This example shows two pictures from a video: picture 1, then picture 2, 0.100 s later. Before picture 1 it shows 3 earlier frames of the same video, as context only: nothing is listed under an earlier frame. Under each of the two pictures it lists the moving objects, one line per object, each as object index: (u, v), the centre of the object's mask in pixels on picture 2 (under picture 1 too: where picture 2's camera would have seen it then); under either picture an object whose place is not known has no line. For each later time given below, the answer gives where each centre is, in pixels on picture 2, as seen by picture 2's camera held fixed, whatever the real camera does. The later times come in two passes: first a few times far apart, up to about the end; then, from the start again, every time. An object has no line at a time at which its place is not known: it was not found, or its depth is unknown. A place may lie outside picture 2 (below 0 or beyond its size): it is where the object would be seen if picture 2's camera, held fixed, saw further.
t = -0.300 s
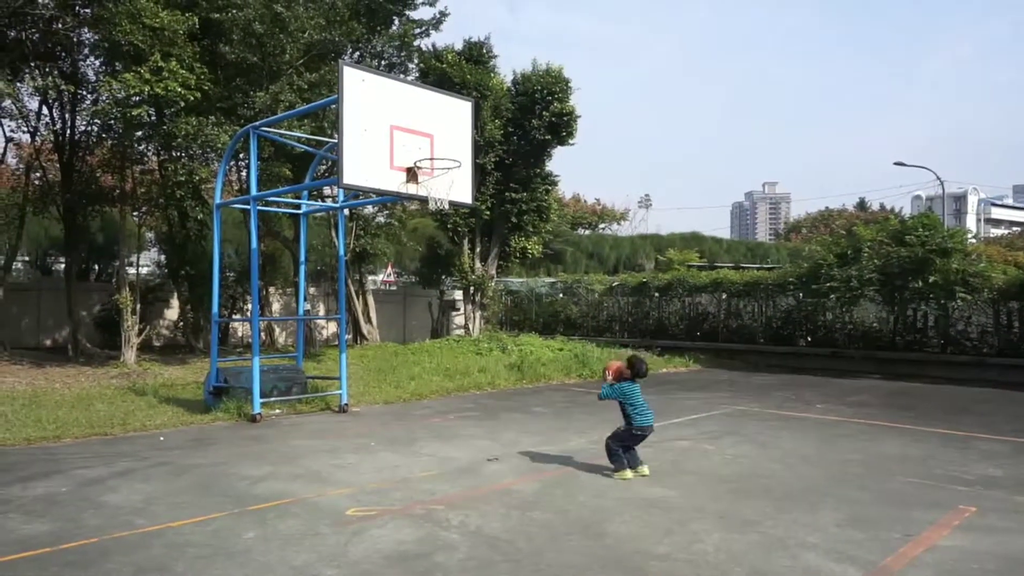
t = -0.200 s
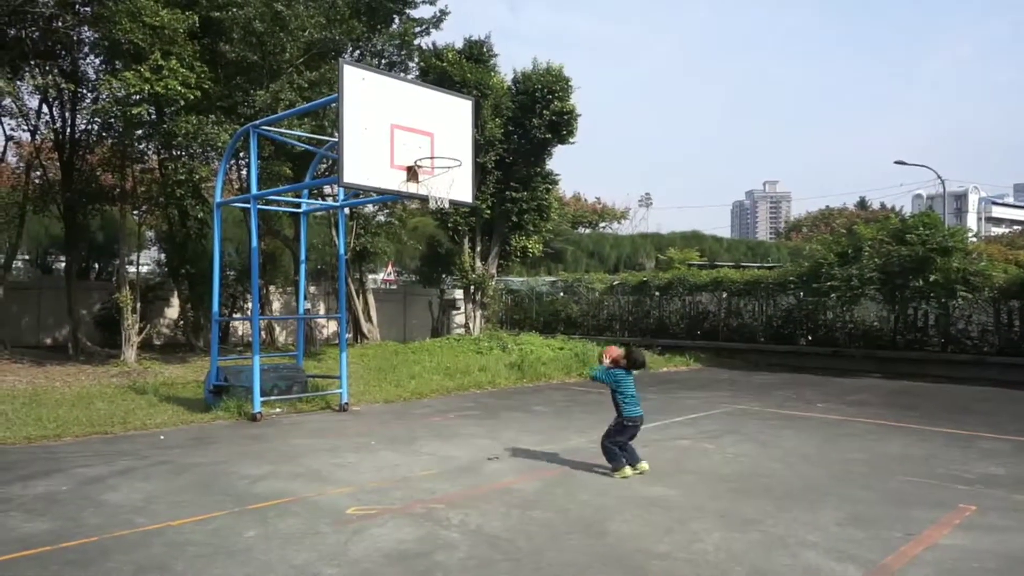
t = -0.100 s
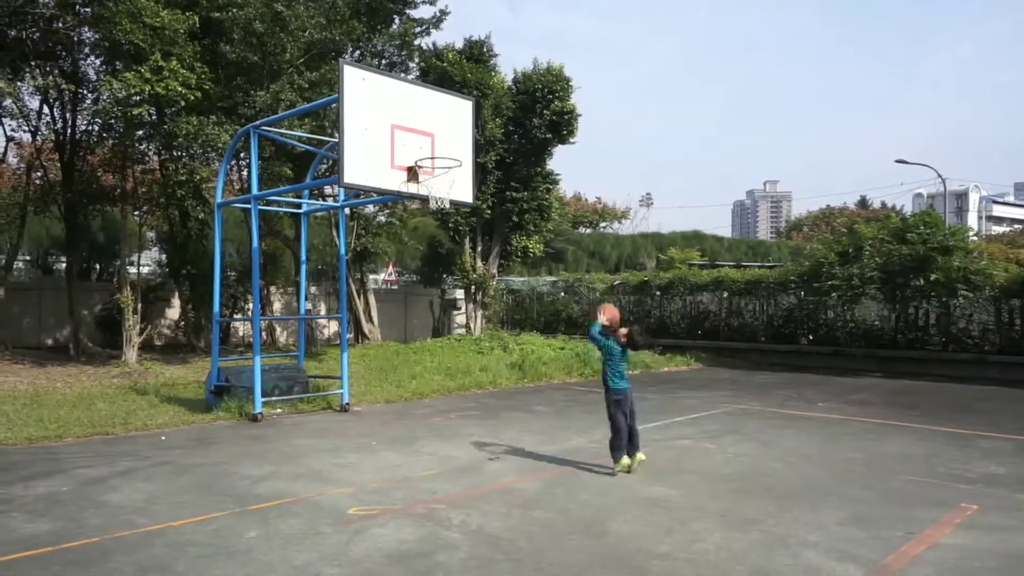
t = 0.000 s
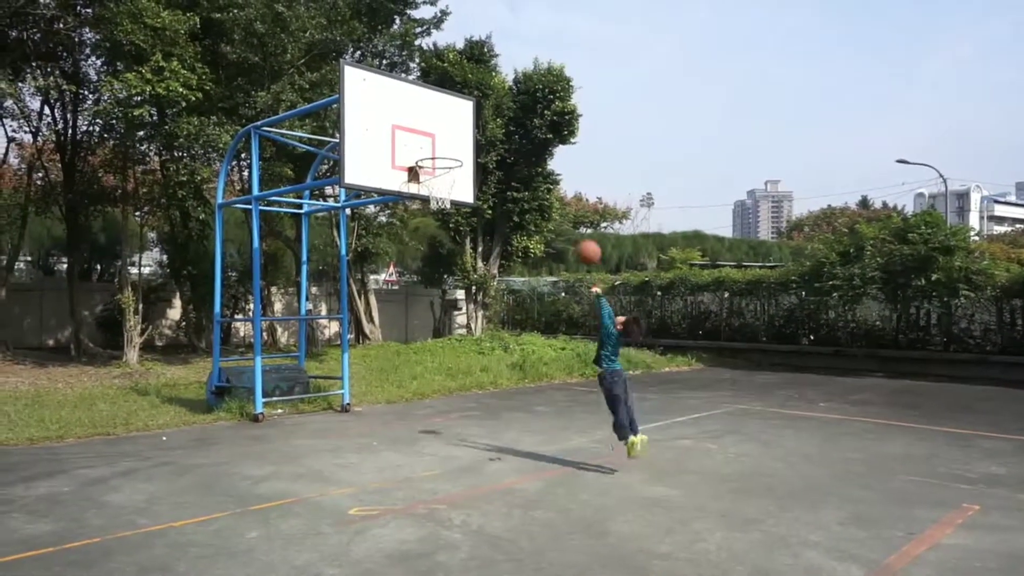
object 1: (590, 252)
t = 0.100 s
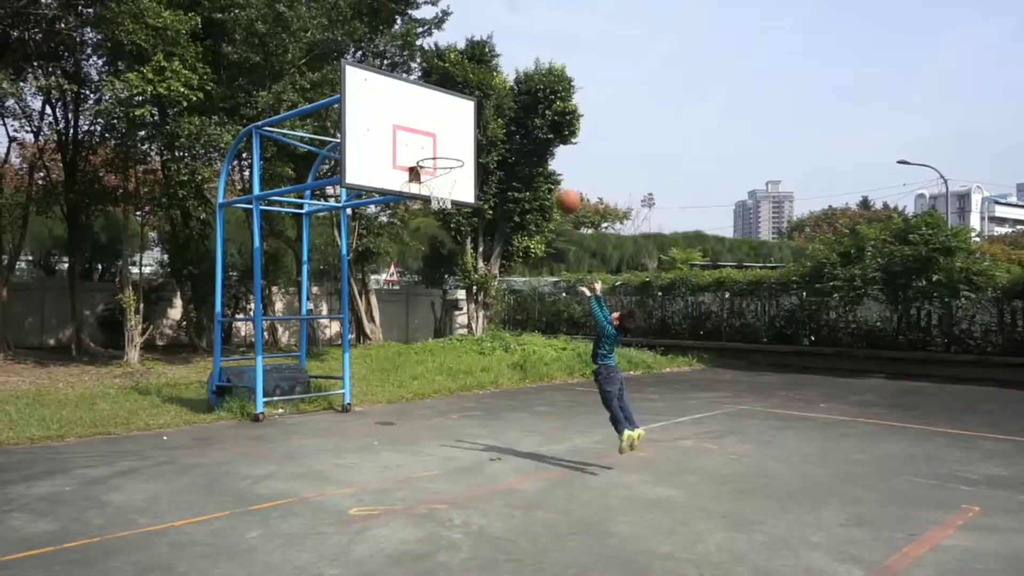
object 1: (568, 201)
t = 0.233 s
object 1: (541, 152)
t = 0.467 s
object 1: (499, 117)
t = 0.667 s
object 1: (464, 132)
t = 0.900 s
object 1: (451, 163)
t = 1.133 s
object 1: (492, 193)
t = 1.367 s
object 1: (532, 277)
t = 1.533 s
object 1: (560, 371)
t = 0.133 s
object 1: (562, 188)
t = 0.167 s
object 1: (555, 174)
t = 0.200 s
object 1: (548, 161)
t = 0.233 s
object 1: (541, 152)
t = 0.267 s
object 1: (535, 143)
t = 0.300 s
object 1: (529, 136)
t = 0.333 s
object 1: (522, 129)
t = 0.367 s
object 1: (517, 125)
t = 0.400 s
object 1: (511, 121)
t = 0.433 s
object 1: (505, 119)
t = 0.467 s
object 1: (499, 117)
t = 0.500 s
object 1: (493, 117)
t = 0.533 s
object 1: (488, 119)
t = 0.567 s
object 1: (481, 120)
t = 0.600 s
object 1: (476, 123)
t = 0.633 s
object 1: (470, 127)
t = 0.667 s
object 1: (464, 132)
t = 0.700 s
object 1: (459, 138)
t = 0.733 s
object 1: (454, 146)
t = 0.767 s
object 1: (448, 154)
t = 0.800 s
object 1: (444, 161)
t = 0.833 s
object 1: (444, 162)
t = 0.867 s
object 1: (445, 163)
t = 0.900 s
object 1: (451, 163)
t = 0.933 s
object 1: (458, 164)
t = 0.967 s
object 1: (463, 166)
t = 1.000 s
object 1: (470, 170)
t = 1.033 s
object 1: (475, 175)
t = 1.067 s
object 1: (481, 179)
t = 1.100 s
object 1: (486, 185)
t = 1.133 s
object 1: (492, 193)
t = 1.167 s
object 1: (498, 201)
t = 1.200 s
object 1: (504, 211)
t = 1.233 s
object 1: (509, 222)
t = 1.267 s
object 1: (515, 235)
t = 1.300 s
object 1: (521, 247)
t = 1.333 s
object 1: (527, 262)
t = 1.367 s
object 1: (532, 277)
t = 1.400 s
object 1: (538, 293)
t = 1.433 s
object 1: (544, 310)
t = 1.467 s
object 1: (549, 330)
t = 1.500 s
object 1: (555, 350)
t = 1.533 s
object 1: (560, 371)
